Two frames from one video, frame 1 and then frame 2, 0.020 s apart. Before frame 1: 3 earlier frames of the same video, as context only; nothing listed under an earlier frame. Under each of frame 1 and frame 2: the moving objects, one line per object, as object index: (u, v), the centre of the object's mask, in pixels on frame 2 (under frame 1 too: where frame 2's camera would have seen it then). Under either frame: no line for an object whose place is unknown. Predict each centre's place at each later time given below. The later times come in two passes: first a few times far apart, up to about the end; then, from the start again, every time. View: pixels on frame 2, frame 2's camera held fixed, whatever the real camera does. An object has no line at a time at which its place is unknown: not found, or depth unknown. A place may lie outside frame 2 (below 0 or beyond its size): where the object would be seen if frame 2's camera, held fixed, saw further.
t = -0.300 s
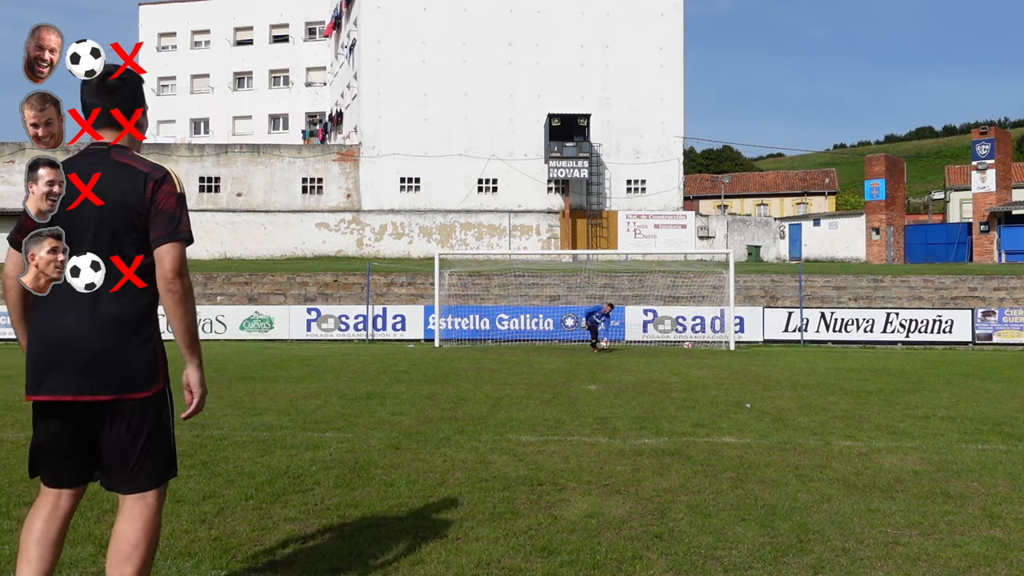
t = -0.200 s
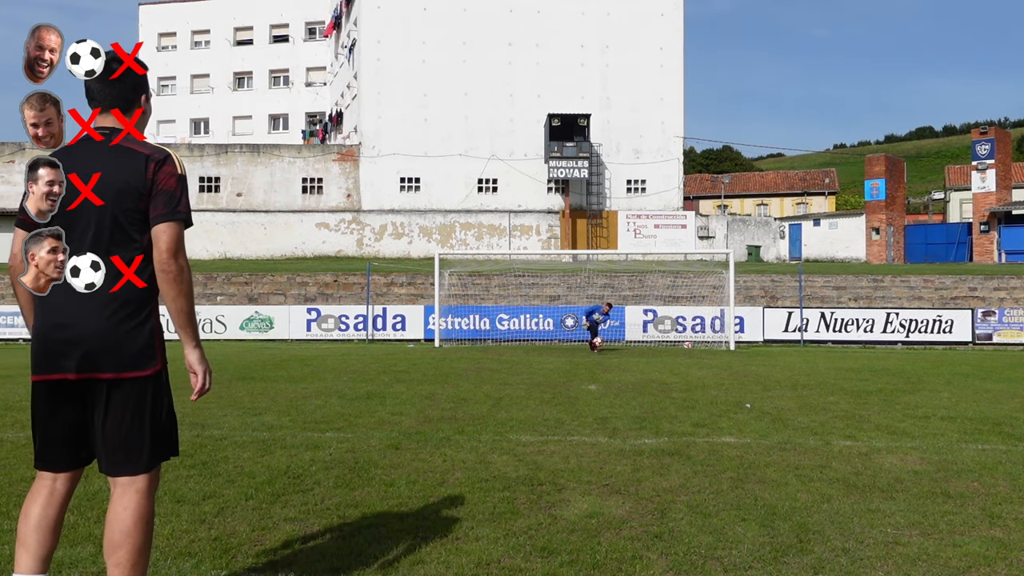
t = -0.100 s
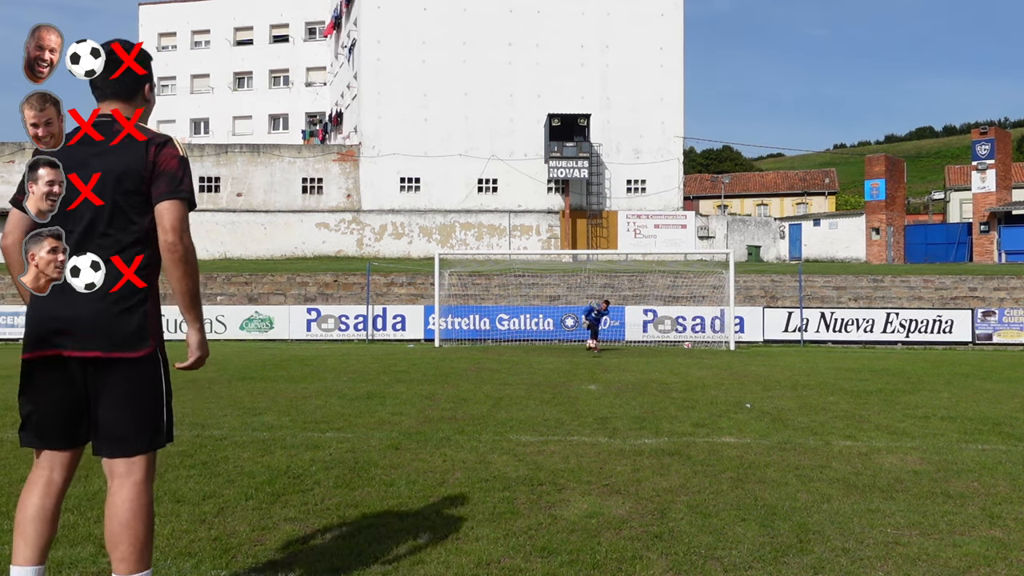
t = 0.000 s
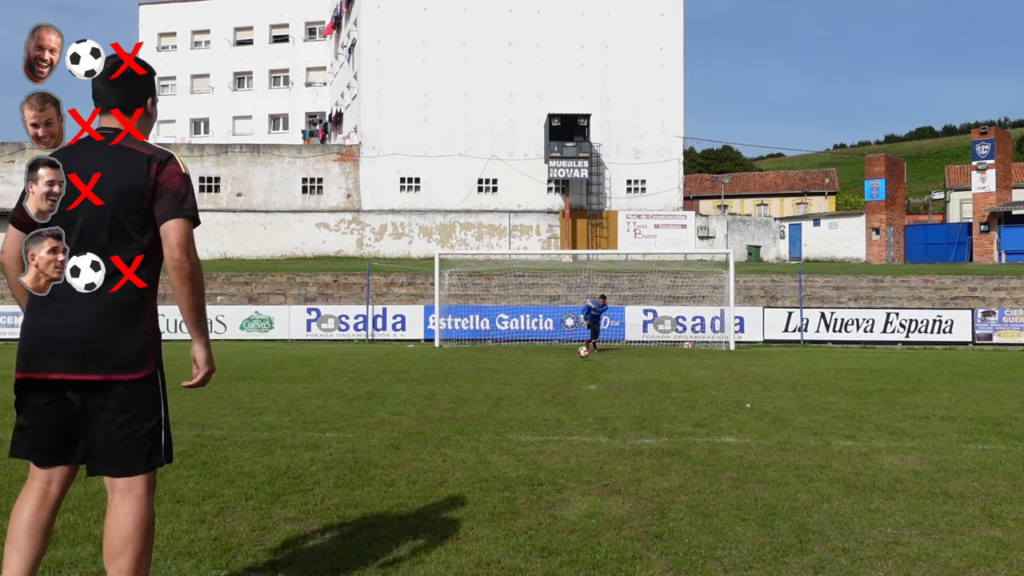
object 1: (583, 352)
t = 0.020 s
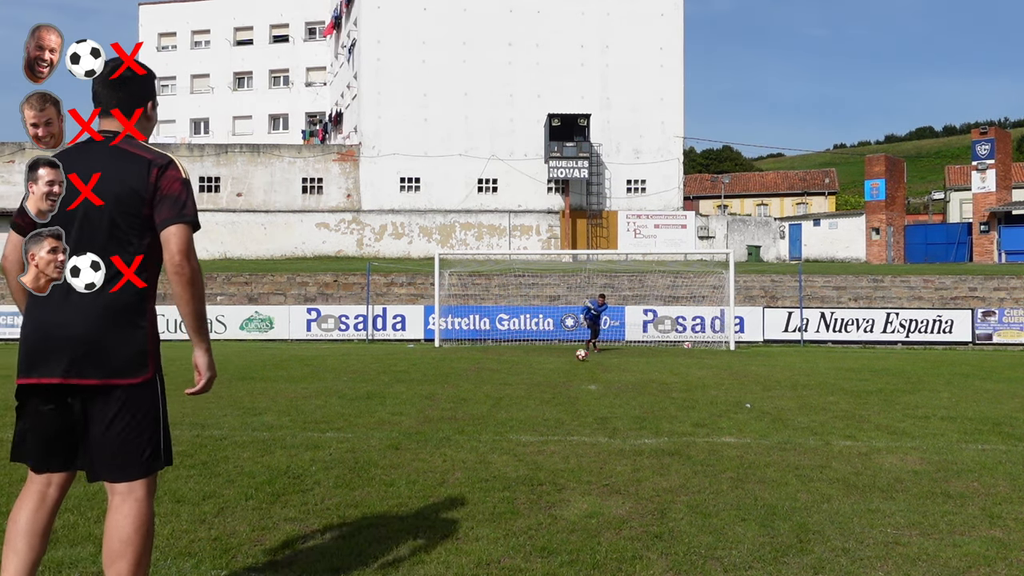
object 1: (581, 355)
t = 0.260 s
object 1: (564, 362)
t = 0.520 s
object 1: (545, 364)
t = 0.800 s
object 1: (522, 376)
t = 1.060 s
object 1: (495, 391)
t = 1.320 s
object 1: (459, 409)
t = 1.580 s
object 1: (408, 431)
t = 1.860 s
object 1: (327, 482)
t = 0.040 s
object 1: (580, 357)
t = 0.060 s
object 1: (578, 357)
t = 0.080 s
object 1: (577, 357)
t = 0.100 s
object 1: (576, 356)
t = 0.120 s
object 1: (574, 356)
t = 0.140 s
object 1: (573, 356)
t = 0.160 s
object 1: (572, 356)
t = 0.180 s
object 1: (570, 357)
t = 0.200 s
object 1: (569, 357)
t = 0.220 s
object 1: (568, 359)
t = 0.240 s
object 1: (566, 360)
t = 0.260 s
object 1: (564, 362)
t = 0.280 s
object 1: (562, 364)
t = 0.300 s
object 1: (561, 366)
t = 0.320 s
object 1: (560, 366)
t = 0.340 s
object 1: (558, 365)
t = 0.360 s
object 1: (557, 364)
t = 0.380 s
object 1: (555, 363)
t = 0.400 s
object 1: (554, 362)
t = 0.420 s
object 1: (553, 362)
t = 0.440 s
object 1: (552, 362)
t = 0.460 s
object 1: (550, 362)
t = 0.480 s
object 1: (548, 363)
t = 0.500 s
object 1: (547, 363)
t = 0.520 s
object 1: (545, 364)
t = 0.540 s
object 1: (544, 366)
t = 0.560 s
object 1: (542, 368)
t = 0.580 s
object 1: (540, 370)
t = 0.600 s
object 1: (539, 373)
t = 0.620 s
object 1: (537, 376)
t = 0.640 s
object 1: (536, 379)
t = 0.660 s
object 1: (534, 378)
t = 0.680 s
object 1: (532, 377)
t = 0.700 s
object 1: (530, 376)
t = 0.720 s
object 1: (529, 375)
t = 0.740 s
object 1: (527, 375)
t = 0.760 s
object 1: (525, 375)
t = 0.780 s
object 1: (524, 375)
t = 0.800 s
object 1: (522, 376)
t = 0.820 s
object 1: (520, 377)
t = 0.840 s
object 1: (518, 379)
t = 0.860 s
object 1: (516, 380)
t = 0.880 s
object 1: (514, 383)
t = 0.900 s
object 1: (512, 385)
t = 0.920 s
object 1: (510, 388)
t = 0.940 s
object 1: (508, 392)
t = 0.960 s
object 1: (506, 392)
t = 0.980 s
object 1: (504, 391)
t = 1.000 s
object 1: (502, 390)
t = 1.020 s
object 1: (499, 390)
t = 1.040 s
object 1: (497, 391)
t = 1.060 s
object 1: (495, 391)
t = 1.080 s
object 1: (492, 392)
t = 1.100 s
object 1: (490, 394)
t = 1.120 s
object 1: (488, 396)
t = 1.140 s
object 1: (485, 399)
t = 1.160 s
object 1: (483, 401)
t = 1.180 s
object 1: (480, 405)
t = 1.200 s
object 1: (477, 408)
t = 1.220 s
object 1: (474, 407)
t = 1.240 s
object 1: (471, 407)
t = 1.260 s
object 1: (469, 407)
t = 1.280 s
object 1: (465, 407)
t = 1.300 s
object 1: (462, 407)
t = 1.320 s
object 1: (459, 409)
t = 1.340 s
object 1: (455, 411)
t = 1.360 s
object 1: (452, 413)
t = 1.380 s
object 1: (449, 416)
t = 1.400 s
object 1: (445, 420)
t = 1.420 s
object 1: (441, 424)
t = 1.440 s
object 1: (437, 427)
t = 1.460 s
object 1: (433, 426)
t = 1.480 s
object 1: (430, 425)
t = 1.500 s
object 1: (426, 425)
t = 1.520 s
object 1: (421, 426)
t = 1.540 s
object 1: (417, 427)
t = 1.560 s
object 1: (412, 429)
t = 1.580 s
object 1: (408, 431)
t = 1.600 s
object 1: (403, 434)
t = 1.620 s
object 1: (398, 438)
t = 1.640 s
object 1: (393, 443)
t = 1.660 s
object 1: (388, 448)
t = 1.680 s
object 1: (383, 454)
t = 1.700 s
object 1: (378, 457)
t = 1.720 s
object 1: (372, 457)
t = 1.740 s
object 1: (366, 459)
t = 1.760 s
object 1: (360, 460)
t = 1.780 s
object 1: (353, 463)
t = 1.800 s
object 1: (347, 467)
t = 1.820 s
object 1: (341, 471)
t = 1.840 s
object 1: (334, 476)
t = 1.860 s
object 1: (327, 482)
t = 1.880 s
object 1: (319, 490)
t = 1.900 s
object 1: (311, 494)
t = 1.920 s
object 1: (303, 495)
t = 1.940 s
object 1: (295, 496)
